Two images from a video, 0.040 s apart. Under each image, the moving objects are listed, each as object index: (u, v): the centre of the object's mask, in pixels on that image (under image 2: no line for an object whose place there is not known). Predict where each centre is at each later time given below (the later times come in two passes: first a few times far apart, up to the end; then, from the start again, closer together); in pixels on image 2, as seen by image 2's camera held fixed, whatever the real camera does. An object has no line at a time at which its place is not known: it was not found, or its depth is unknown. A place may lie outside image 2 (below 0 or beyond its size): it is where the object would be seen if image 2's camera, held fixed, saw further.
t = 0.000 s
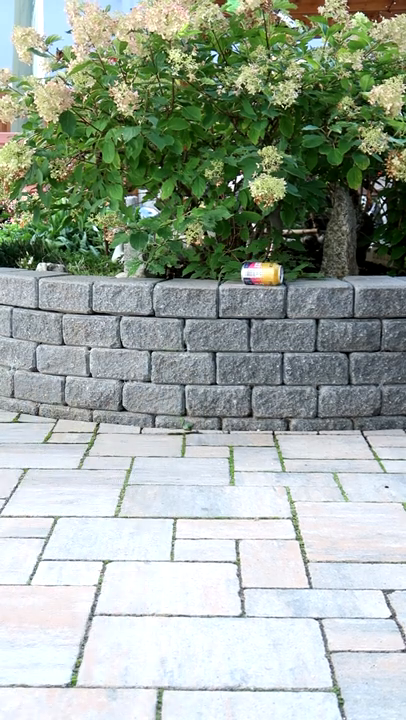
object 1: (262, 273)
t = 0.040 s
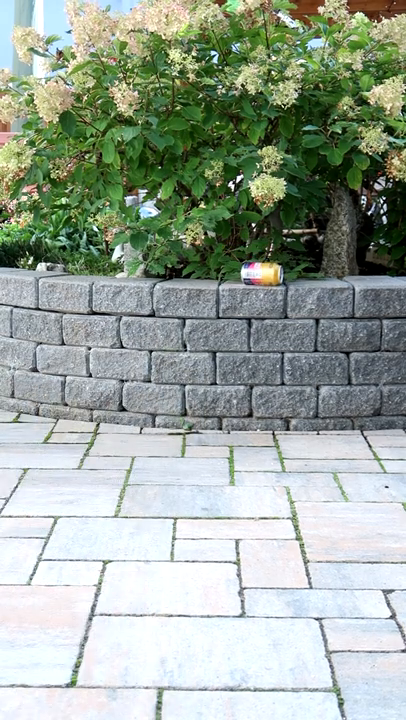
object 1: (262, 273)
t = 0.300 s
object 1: (261, 275)
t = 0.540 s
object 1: (258, 337)
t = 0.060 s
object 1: (262, 273)
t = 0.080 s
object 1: (262, 274)
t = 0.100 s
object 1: (262, 274)
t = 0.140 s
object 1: (262, 274)
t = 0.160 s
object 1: (262, 274)
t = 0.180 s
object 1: (262, 274)
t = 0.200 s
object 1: (261, 274)
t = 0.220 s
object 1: (261, 274)
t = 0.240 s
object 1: (261, 274)
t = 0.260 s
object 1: (261, 274)
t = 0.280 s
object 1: (261, 275)
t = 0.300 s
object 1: (261, 275)
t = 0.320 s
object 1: (261, 275)
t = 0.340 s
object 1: (261, 276)
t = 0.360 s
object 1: (261, 278)
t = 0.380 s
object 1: (261, 280)
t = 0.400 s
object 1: (260, 282)
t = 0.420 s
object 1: (260, 287)
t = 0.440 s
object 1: (260, 292)
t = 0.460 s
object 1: (259, 298)
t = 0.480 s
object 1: (259, 306)
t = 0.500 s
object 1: (259, 316)
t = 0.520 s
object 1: (258, 326)
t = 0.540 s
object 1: (258, 337)
